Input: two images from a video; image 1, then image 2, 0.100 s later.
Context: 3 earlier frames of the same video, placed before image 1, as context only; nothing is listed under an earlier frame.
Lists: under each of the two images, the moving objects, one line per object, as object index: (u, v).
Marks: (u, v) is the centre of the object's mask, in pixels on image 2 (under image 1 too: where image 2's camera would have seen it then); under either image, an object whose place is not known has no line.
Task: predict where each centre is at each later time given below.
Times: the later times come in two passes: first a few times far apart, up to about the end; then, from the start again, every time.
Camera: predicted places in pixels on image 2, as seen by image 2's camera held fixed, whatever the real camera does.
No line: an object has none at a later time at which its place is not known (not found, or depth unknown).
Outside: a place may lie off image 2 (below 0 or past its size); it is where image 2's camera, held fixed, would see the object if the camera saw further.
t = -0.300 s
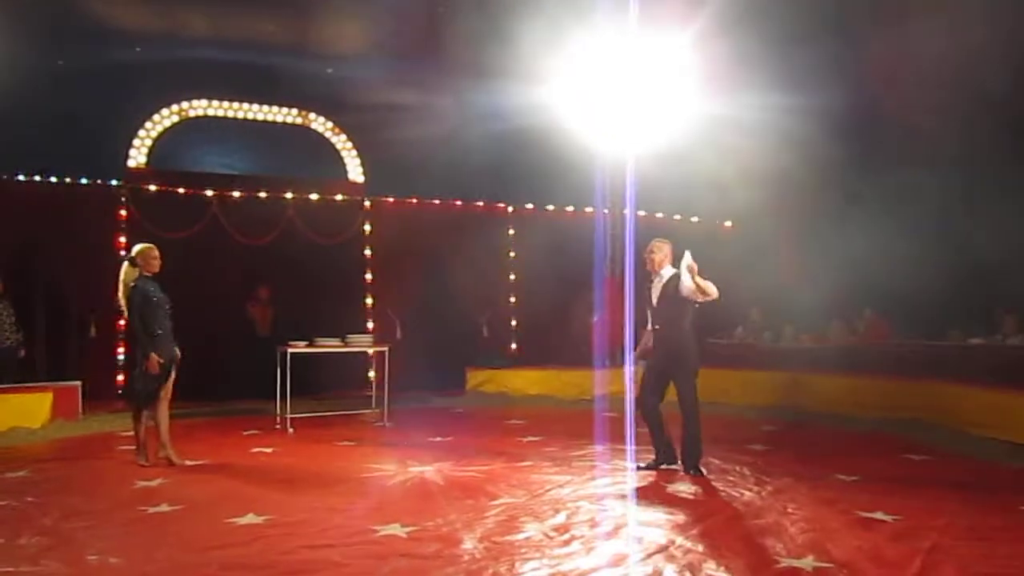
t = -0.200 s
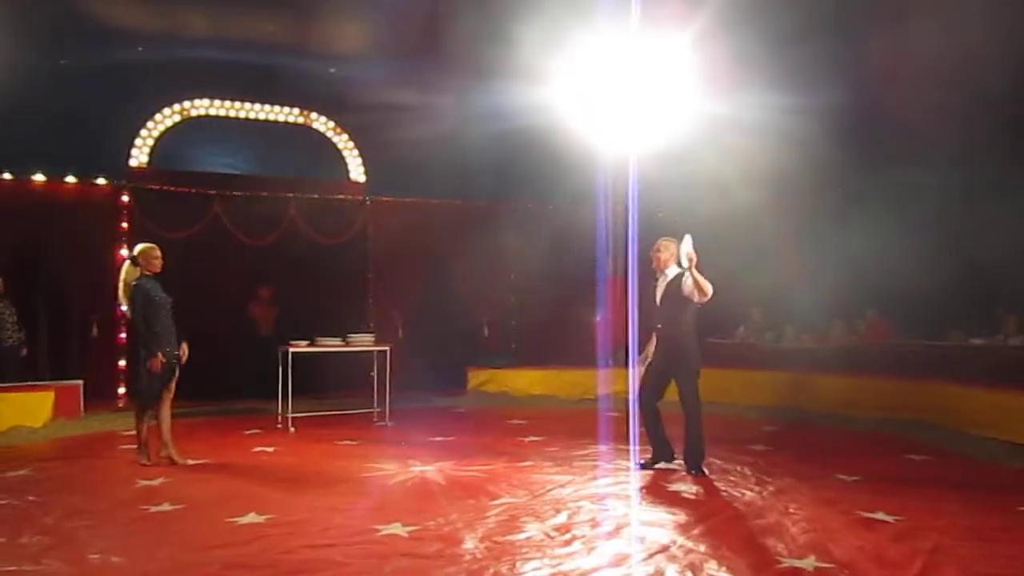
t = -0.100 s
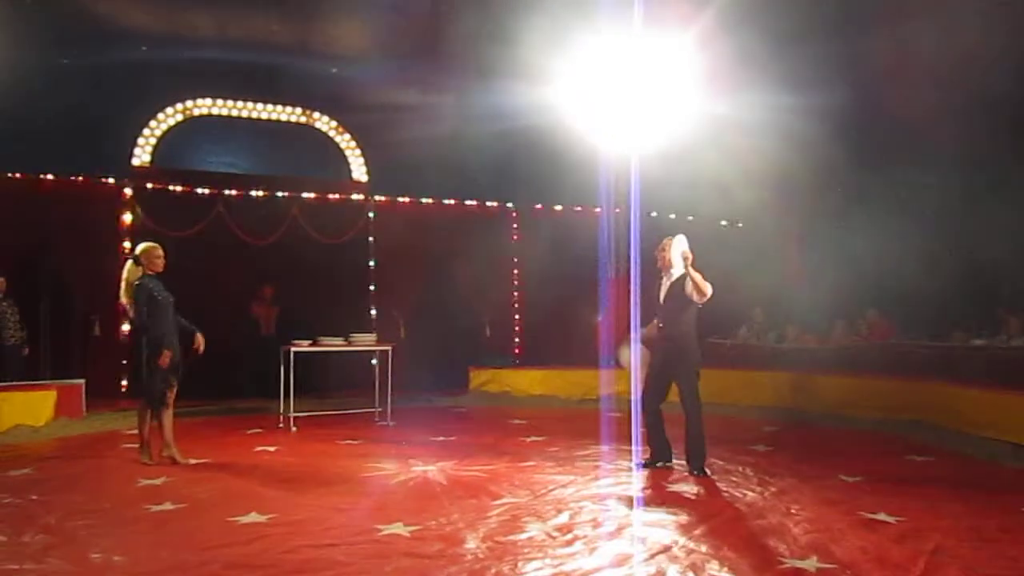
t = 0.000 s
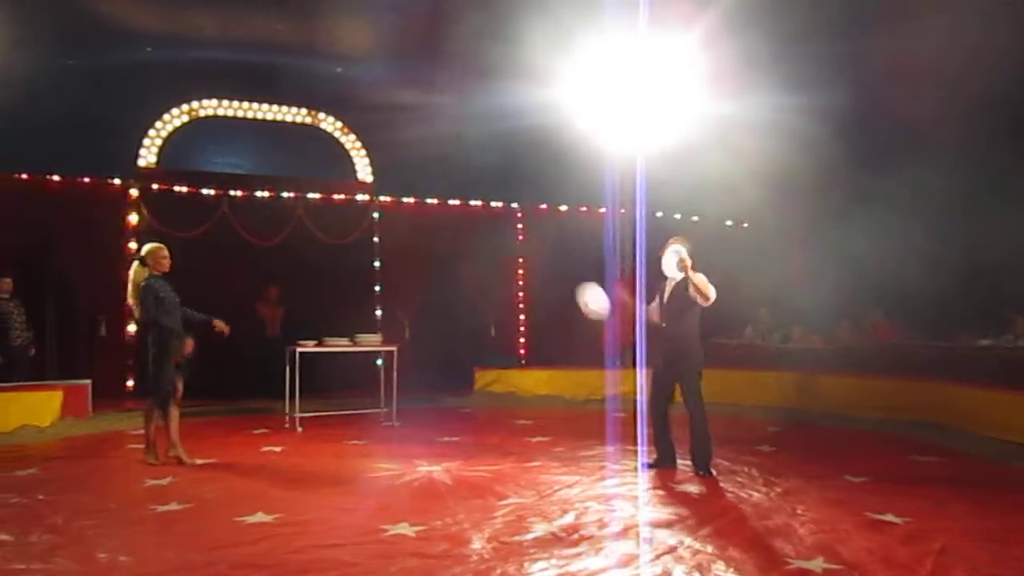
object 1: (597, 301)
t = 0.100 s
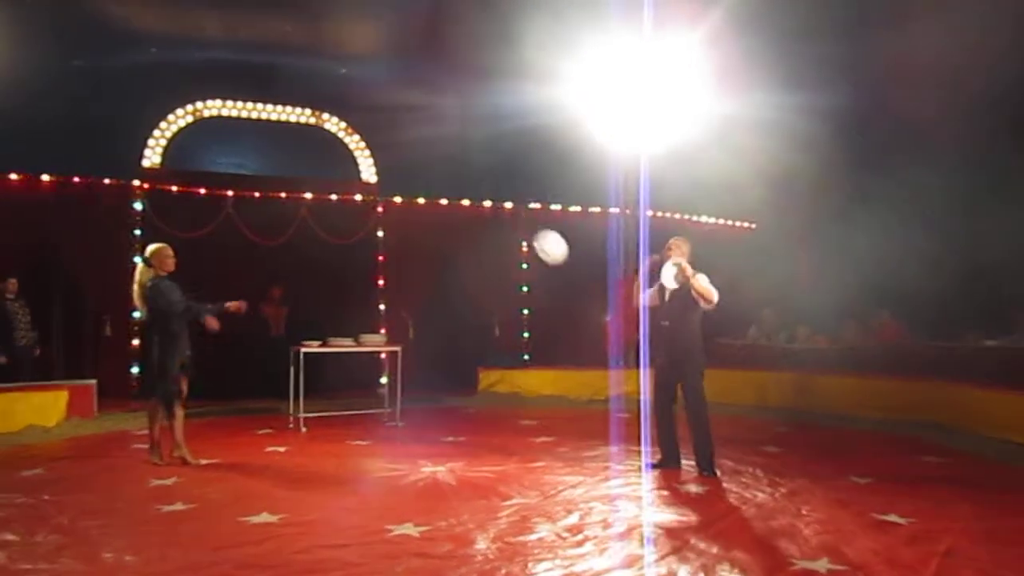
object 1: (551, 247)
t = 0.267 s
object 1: (475, 185)
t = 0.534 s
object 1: (357, 162)
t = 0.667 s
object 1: (301, 184)
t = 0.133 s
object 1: (535, 232)
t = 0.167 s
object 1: (520, 218)
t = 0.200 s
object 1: (505, 205)
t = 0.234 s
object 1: (490, 195)
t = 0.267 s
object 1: (475, 185)
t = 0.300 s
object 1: (460, 177)
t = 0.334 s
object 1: (446, 171)
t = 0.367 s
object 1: (431, 166)
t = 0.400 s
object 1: (416, 163)
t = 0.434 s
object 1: (402, 161)
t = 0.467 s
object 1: (388, 160)
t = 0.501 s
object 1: (377, 159)
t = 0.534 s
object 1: (357, 162)
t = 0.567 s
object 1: (342, 166)
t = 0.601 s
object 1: (329, 171)
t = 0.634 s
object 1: (315, 177)
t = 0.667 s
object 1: (301, 184)
